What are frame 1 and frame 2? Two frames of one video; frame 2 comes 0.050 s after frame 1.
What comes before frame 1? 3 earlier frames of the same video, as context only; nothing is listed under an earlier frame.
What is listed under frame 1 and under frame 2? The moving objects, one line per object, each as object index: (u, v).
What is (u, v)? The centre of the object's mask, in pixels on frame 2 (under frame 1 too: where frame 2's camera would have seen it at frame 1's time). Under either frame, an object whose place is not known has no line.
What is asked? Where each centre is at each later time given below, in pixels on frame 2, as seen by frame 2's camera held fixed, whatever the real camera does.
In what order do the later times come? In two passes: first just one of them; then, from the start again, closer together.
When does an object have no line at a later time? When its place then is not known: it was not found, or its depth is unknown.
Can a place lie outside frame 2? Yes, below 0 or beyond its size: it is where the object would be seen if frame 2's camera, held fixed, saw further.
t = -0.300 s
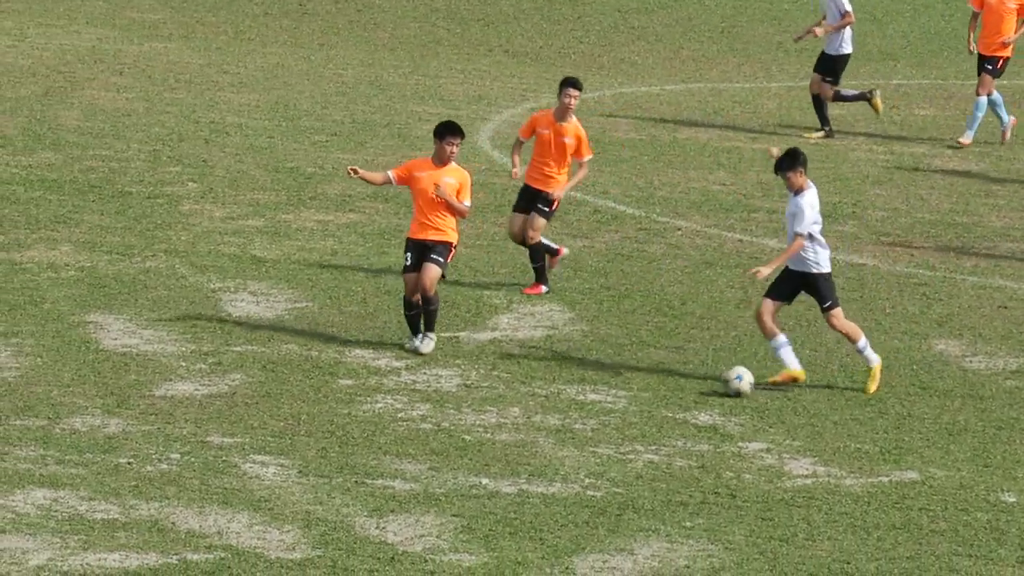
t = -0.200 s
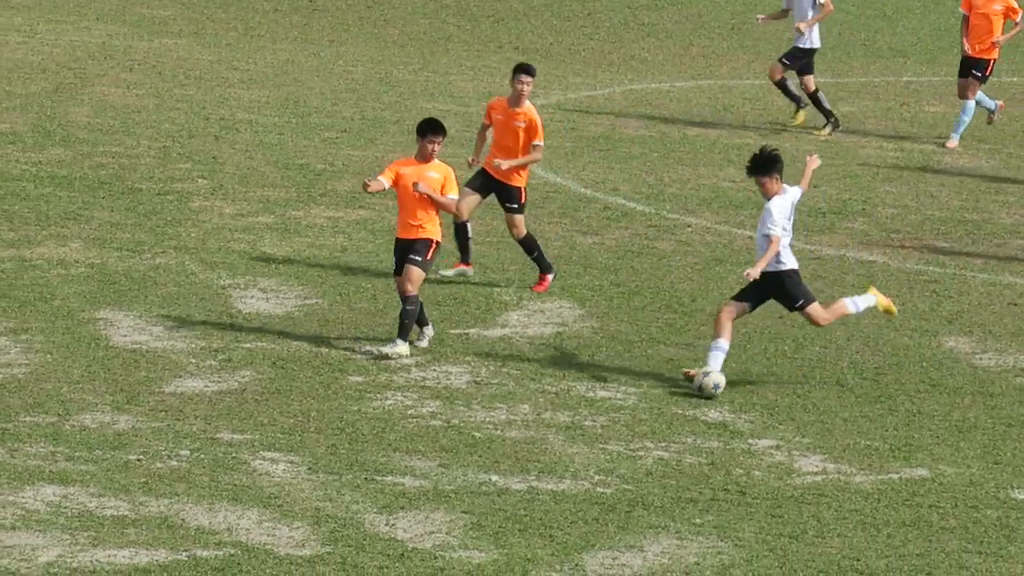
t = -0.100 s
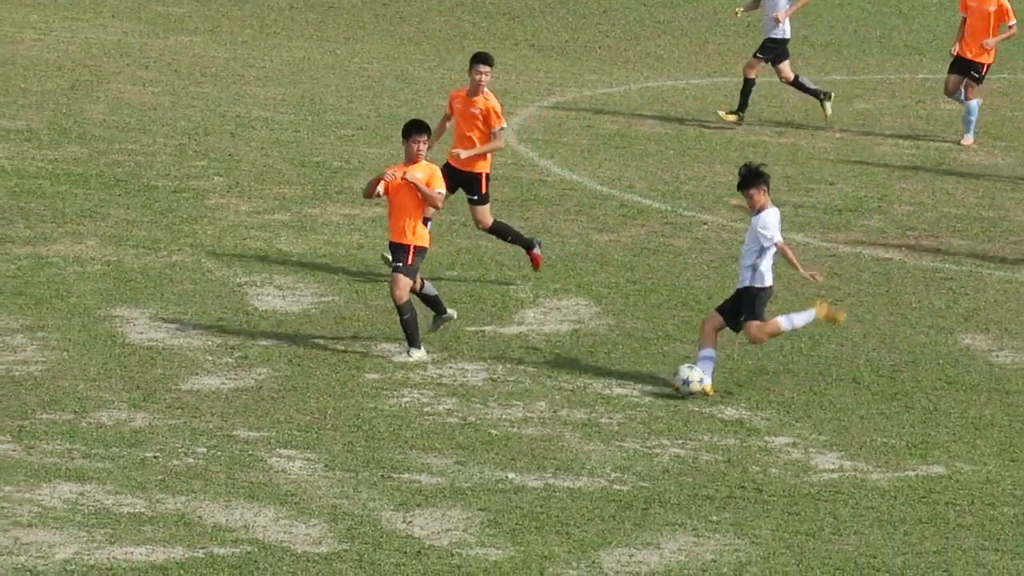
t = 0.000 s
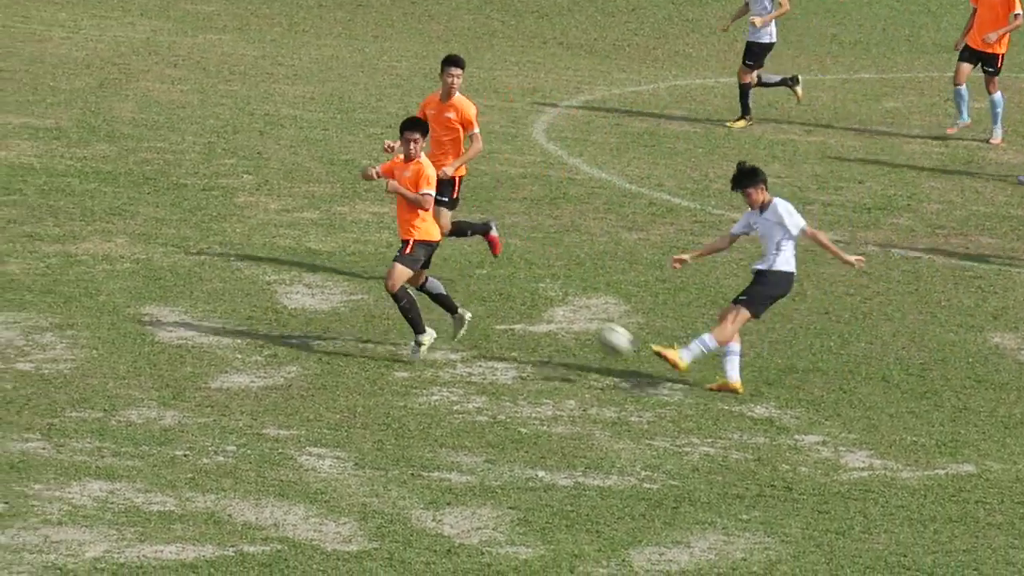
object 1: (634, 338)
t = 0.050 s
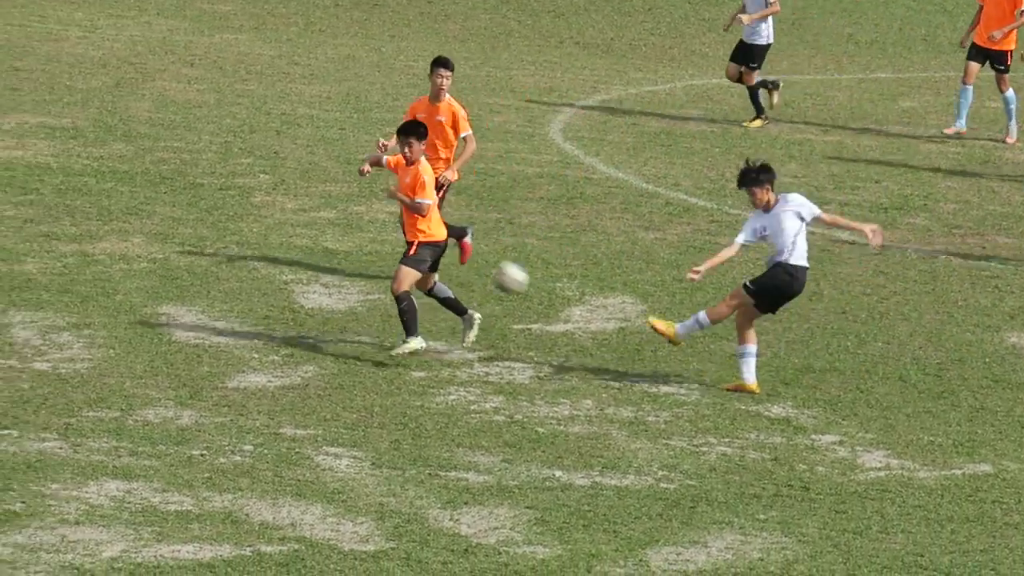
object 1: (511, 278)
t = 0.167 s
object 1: (246, 152)
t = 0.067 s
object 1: (471, 258)
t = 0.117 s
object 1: (356, 202)
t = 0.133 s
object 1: (317, 185)
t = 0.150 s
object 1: (281, 168)
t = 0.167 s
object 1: (246, 152)
